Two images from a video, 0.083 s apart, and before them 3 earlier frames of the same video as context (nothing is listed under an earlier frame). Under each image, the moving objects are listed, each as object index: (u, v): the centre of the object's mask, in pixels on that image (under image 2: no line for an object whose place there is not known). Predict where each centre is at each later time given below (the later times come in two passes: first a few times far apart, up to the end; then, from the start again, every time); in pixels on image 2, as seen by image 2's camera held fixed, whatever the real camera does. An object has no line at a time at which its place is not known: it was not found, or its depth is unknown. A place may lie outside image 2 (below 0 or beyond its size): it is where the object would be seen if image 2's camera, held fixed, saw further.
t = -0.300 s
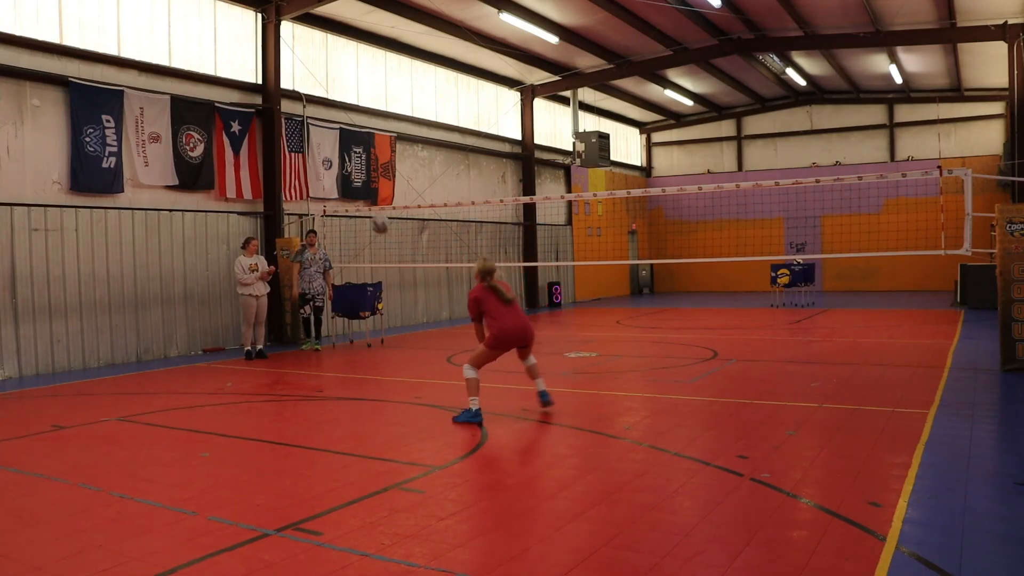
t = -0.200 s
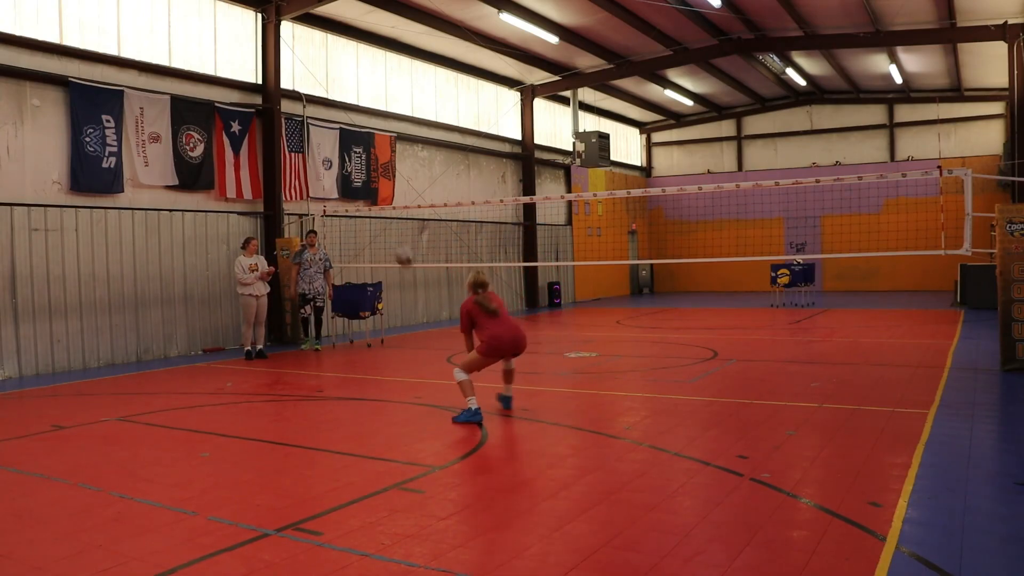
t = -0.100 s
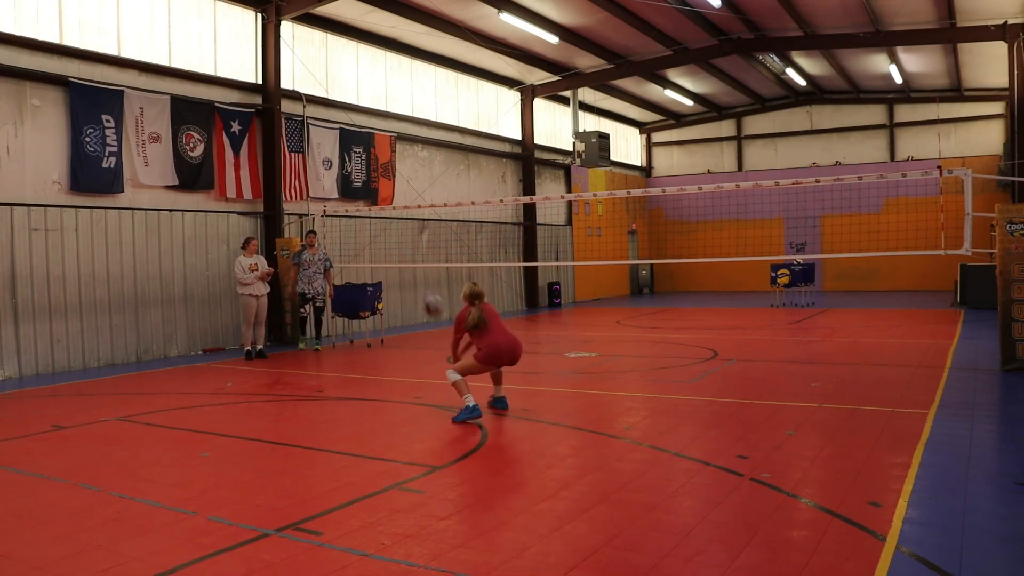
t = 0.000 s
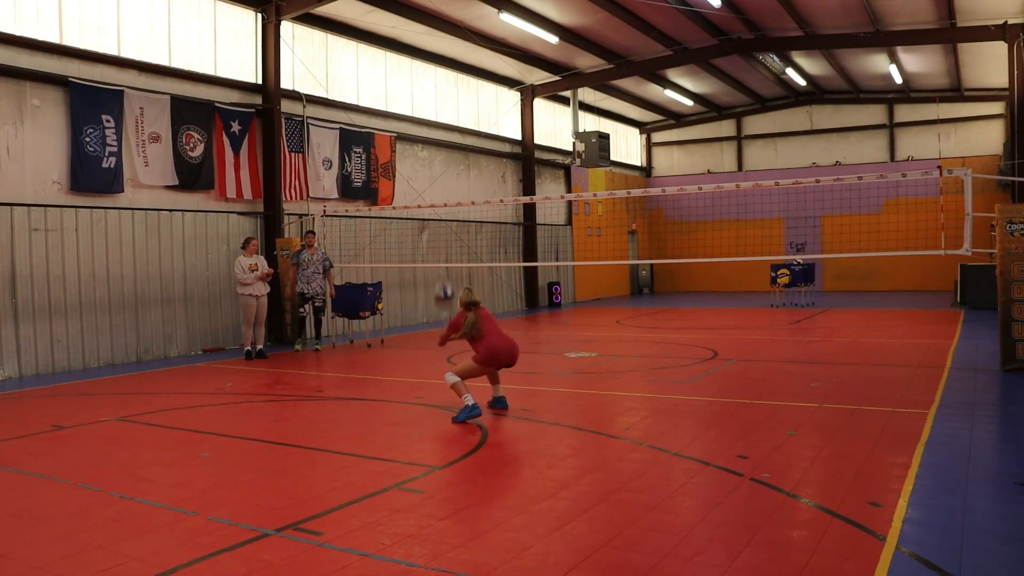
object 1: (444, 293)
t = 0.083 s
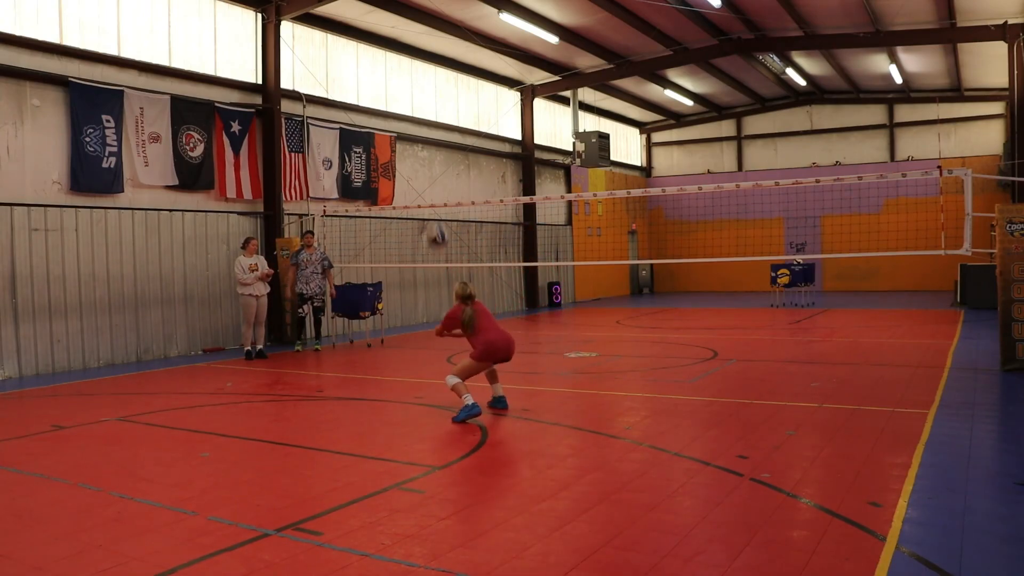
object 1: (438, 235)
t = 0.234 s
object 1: (427, 147)
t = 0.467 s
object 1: (414, 60)
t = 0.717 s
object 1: (403, 29)
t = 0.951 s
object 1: (394, 55)
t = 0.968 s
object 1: (393, 59)
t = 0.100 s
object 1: (434, 227)
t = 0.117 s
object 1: (435, 214)
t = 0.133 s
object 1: (434, 204)
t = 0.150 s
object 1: (432, 193)
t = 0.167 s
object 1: (431, 184)
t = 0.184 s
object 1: (430, 173)
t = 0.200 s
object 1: (429, 164)
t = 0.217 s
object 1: (429, 155)
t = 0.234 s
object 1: (427, 147)
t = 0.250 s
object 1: (426, 141)
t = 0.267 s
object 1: (425, 132)
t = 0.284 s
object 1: (424, 125)
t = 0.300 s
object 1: (423, 117)
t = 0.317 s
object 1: (422, 110)
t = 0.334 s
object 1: (421, 103)
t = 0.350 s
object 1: (420, 97)
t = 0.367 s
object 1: (419, 91)
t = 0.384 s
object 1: (417, 85)
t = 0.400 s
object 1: (418, 79)
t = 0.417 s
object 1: (417, 74)
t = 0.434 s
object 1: (416, 69)
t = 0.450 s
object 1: (415, 64)
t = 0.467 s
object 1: (414, 60)
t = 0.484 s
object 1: (413, 56)
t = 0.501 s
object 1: (412, 52)
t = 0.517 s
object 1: (412, 49)
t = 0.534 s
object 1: (411, 46)
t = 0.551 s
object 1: (410, 43)
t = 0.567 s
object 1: (409, 40)
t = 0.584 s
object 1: (409, 38)
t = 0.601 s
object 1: (408, 36)
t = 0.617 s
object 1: (407, 34)
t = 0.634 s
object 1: (406, 32)
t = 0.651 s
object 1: (406, 31)
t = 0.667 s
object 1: (405, 30)
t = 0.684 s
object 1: (404, 29)
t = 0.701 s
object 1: (403, 29)
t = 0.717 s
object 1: (403, 29)
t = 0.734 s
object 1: (402, 29)
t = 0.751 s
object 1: (401, 29)
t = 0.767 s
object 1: (401, 30)
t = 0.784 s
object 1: (400, 31)
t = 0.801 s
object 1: (399, 32)
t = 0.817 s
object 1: (398, 34)
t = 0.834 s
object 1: (398, 36)
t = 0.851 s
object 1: (397, 38)
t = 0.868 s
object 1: (397, 40)
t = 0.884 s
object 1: (396, 42)
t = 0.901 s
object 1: (396, 45)
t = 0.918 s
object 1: (395, 48)
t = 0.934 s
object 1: (394, 51)
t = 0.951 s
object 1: (394, 55)
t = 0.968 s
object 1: (393, 59)
